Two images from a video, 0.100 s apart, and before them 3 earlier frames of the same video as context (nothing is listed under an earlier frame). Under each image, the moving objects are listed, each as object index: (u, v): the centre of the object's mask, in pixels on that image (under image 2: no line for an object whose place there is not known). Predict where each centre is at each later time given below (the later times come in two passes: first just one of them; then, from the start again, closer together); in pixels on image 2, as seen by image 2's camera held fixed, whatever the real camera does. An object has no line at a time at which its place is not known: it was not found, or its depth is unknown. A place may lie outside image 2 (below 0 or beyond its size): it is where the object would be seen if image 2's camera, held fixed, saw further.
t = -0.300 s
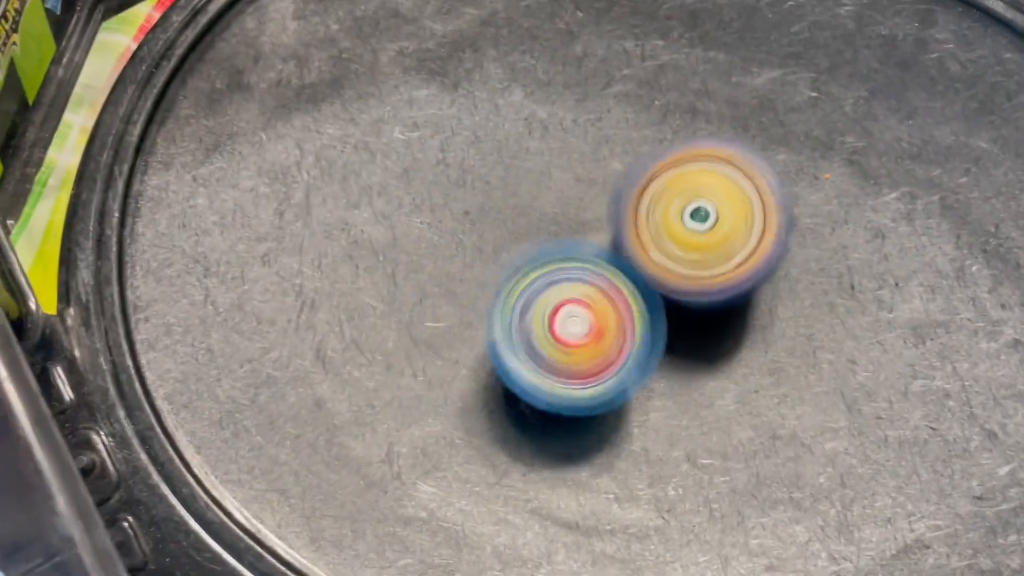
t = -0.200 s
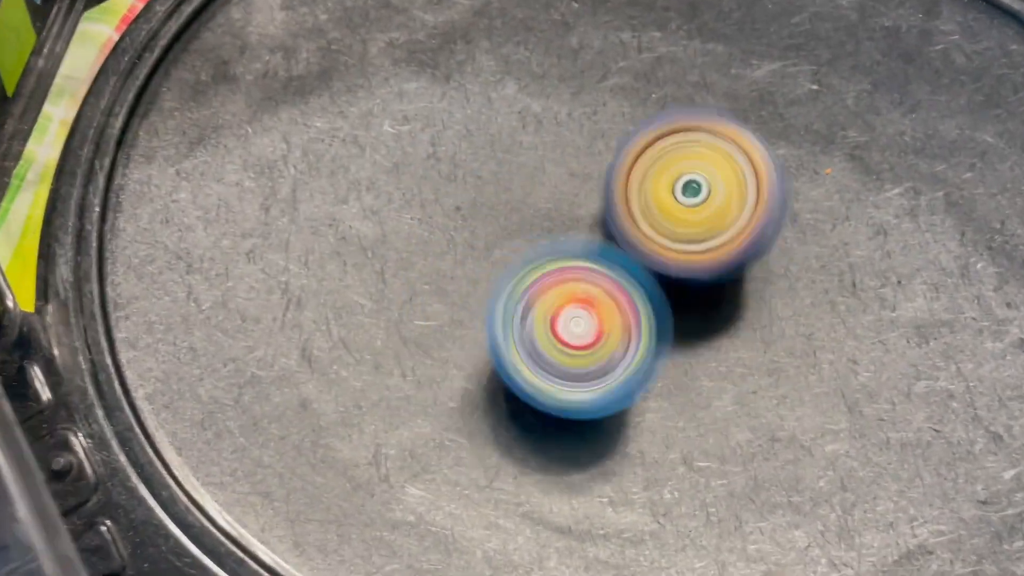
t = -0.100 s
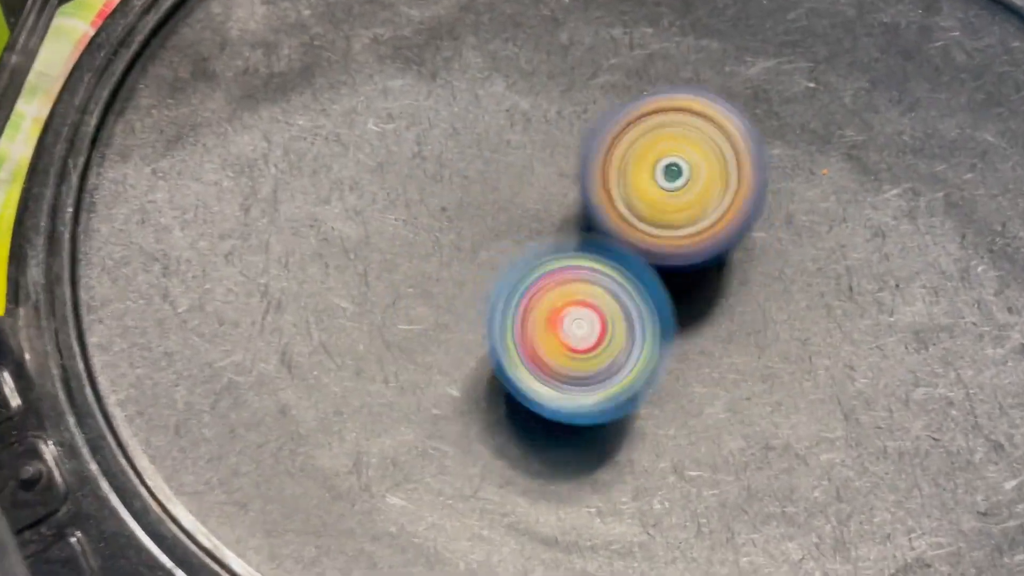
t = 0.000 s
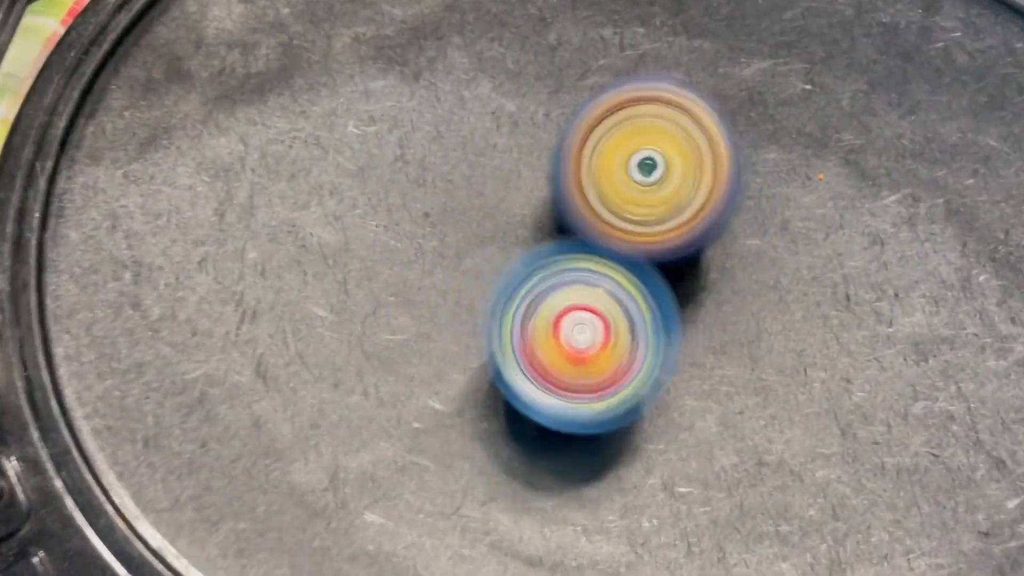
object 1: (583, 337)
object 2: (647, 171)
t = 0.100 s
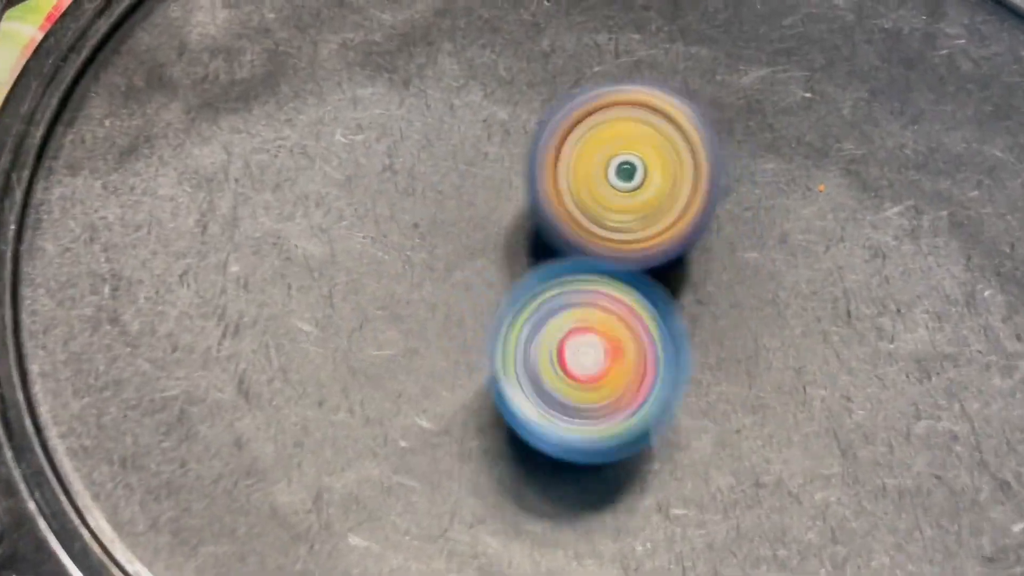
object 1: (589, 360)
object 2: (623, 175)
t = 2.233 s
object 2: (690, 184)
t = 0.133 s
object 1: (591, 362)
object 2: (616, 175)
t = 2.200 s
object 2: (694, 188)
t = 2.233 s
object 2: (690, 184)
